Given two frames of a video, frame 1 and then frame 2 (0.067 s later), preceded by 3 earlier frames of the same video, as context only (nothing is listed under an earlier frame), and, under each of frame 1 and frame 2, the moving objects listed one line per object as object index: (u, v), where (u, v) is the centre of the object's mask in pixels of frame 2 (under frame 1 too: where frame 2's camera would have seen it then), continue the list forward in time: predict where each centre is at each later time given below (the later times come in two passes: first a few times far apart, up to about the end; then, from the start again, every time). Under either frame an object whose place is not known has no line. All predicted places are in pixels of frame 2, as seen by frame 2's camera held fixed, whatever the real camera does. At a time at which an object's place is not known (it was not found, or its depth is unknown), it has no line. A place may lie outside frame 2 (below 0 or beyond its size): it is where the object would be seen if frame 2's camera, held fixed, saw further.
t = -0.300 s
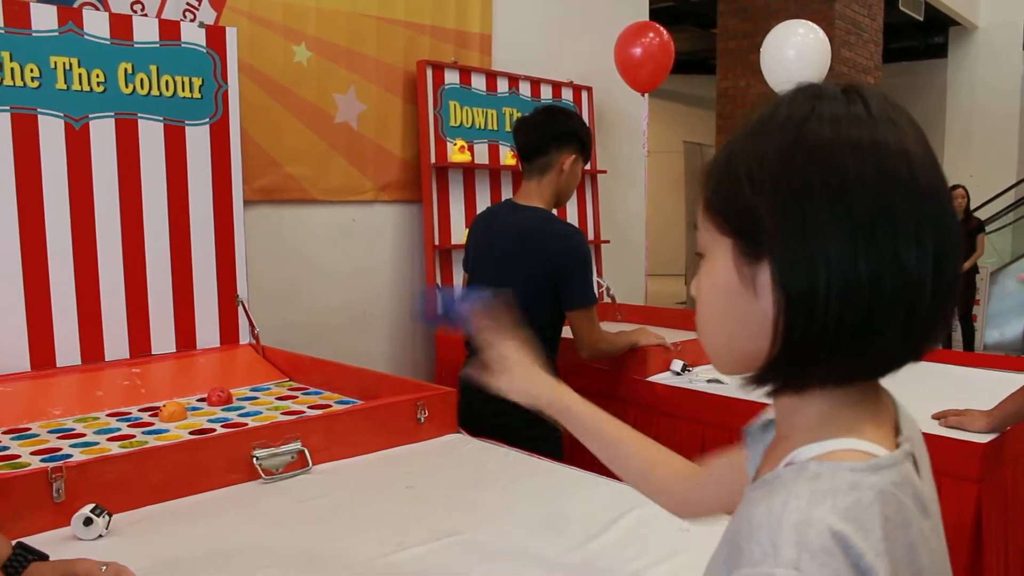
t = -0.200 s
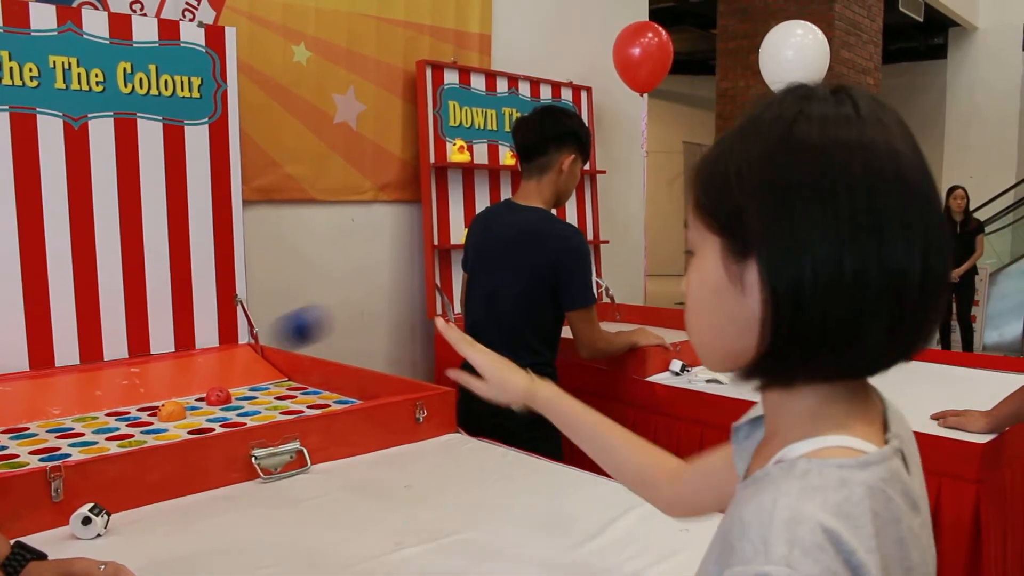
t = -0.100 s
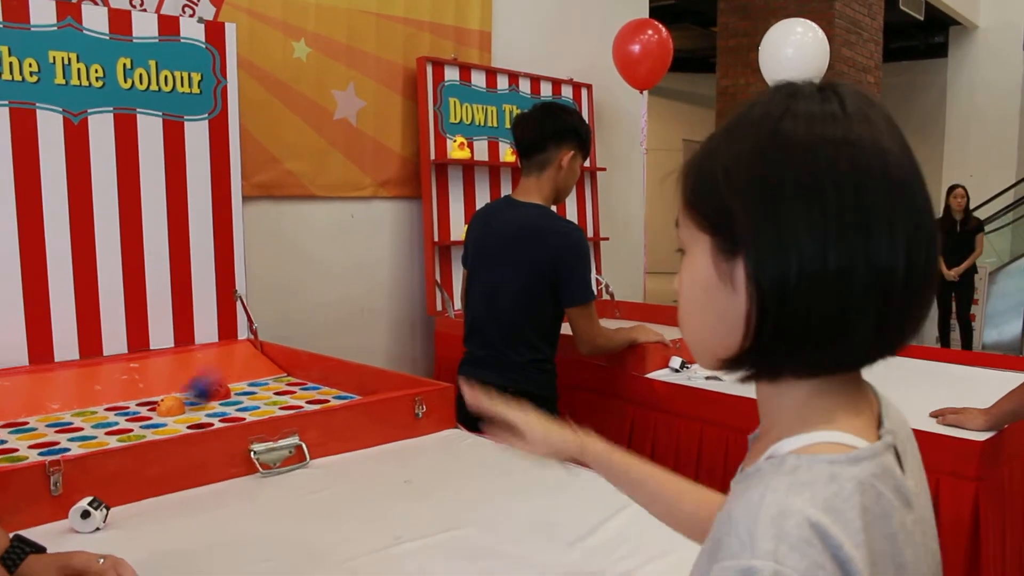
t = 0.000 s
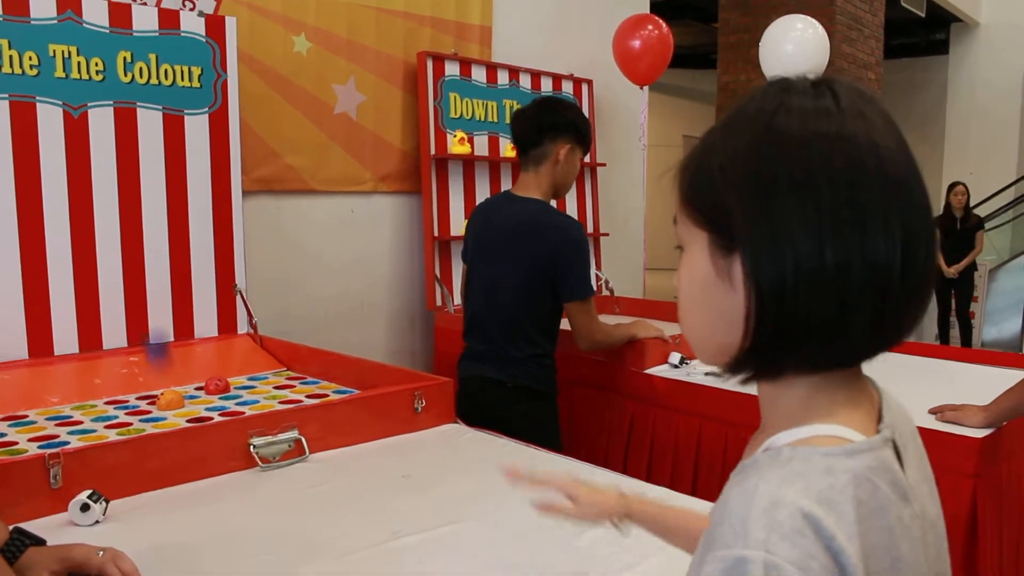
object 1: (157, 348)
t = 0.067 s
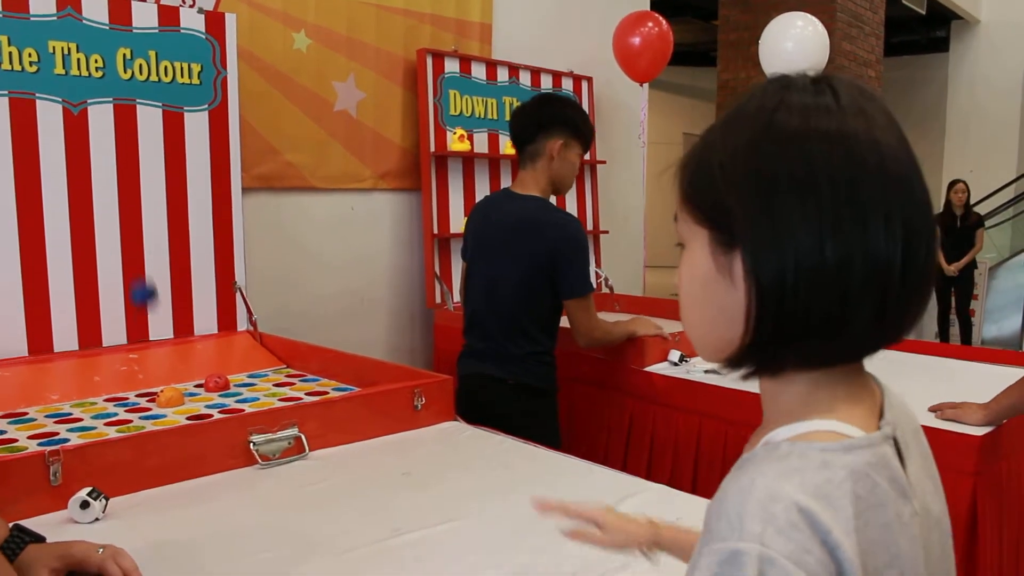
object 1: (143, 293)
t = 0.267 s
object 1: (113, 260)
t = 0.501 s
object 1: (134, 362)
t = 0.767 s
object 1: (204, 357)
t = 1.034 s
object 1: (279, 373)
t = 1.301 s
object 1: (331, 373)
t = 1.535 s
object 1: (332, 377)
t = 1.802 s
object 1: (337, 381)
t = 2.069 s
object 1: (341, 383)
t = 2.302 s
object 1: (327, 387)
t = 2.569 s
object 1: (333, 386)
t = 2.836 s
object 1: (330, 387)
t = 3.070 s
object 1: (329, 387)
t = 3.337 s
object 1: (329, 387)
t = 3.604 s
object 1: (330, 387)
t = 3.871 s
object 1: (330, 387)
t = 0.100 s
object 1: (137, 275)
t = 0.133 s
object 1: (131, 262)
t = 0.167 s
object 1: (126, 255)
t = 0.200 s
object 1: (122, 253)
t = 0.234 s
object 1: (117, 254)
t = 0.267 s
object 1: (113, 260)
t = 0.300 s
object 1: (110, 271)
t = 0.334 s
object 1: (106, 284)
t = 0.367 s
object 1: (104, 300)
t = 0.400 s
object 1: (111, 308)
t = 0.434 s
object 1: (118, 320)
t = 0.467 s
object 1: (126, 337)
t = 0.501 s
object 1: (134, 362)
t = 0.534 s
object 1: (142, 367)
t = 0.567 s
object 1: (151, 370)
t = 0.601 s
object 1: (159, 377)
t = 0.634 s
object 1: (168, 380)
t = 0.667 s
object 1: (176, 375)
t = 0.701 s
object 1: (185, 365)
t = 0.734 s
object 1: (195, 359)
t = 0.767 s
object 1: (204, 357)
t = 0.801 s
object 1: (213, 360)
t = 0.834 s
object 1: (223, 367)
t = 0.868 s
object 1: (232, 377)
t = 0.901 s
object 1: (245, 391)
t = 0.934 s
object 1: (256, 383)
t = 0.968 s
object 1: (263, 374)
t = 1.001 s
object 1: (271, 371)
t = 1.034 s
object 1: (279, 373)
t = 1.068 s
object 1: (287, 377)
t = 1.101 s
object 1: (294, 374)
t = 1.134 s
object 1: (300, 370)
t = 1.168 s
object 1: (306, 370)
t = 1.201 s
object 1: (312, 374)
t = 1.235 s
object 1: (319, 374)
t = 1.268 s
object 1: (325, 372)
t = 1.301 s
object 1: (331, 373)
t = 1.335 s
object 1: (337, 373)
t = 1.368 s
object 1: (336, 372)
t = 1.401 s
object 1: (333, 376)
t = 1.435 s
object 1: (332, 376)
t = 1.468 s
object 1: (331, 377)
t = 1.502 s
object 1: (331, 377)
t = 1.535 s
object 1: (332, 377)
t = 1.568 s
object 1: (332, 378)
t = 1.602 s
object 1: (333, 379)
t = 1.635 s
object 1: (334, 379)
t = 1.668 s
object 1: (334, 380)
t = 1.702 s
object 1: (335, 380)
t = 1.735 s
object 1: (336, 380)
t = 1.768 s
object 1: (336, 381)
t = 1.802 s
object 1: (337, 381)
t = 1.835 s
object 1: (338, 381)
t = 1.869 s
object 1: (339, 382)
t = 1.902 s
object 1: (339, 382)
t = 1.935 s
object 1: (340, 382)
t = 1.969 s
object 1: (341, 382)
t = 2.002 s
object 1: (342, 383)
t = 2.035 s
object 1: (342, 383)
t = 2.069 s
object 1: (341, 383)
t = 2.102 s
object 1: (340, 383)
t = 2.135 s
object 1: (338, 383)
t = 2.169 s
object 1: (336, 384)
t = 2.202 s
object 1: (334, 385)
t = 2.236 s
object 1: (330, 387)
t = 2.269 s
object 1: (329, 387)
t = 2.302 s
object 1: (327, 387)
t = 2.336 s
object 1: (326, 387)
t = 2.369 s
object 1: (327, 387)
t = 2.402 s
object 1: (327, 387)
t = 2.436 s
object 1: (329, 387)
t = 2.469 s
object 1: (330, 387)
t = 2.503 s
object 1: (332, 387)
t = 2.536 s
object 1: (333, 386)
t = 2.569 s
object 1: (333, 386)
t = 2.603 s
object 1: (332, 386)
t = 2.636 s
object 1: (330, 387)
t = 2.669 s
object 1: (329, 387)
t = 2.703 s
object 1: (328, 387)
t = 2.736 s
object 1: (328, 387)
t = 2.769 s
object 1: (328, 387)
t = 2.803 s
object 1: (329, 387)
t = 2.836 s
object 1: (330, 387)
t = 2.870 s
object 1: (331, 387)
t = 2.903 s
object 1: (331, 387)
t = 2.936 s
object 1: (331, 387)
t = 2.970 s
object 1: (330, 387)
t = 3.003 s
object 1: (329, 387)
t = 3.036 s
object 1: (329, 387)
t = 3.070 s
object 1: (329, 387)
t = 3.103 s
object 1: (329, 387)
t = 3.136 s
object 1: (330, 387)
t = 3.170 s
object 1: (330, 387)
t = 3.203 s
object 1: (330, 387)
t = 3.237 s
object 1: (330, 387)
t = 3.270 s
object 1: (330, 387)
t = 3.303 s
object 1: (329, 387)
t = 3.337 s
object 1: (329, 387)
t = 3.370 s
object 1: (329, 387)
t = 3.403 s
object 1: (329, 387)
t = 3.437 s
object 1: (329, 387)
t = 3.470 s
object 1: (330, 387)
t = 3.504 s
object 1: (330, 387)
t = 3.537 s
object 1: (330, 387)
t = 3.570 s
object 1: (330, 387)
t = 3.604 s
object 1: (330, 387)
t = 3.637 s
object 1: (330, 387)
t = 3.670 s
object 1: (330, 387)
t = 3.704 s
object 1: (330, 387)
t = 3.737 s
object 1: (330, 387)
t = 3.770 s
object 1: (330, 387)
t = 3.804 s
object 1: (330, 387)
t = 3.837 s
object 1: (330, 387)
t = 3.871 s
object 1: (330, 387)
